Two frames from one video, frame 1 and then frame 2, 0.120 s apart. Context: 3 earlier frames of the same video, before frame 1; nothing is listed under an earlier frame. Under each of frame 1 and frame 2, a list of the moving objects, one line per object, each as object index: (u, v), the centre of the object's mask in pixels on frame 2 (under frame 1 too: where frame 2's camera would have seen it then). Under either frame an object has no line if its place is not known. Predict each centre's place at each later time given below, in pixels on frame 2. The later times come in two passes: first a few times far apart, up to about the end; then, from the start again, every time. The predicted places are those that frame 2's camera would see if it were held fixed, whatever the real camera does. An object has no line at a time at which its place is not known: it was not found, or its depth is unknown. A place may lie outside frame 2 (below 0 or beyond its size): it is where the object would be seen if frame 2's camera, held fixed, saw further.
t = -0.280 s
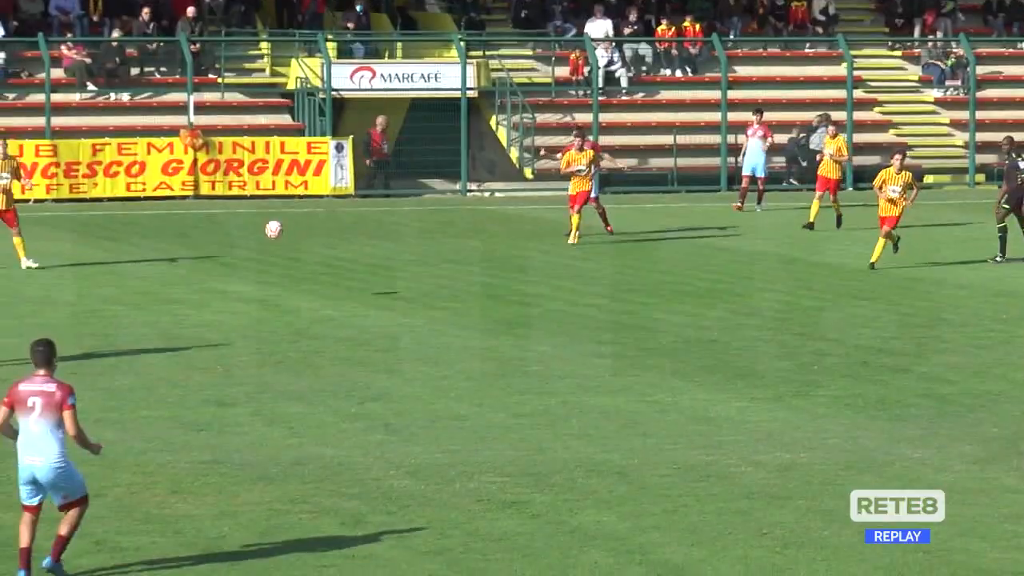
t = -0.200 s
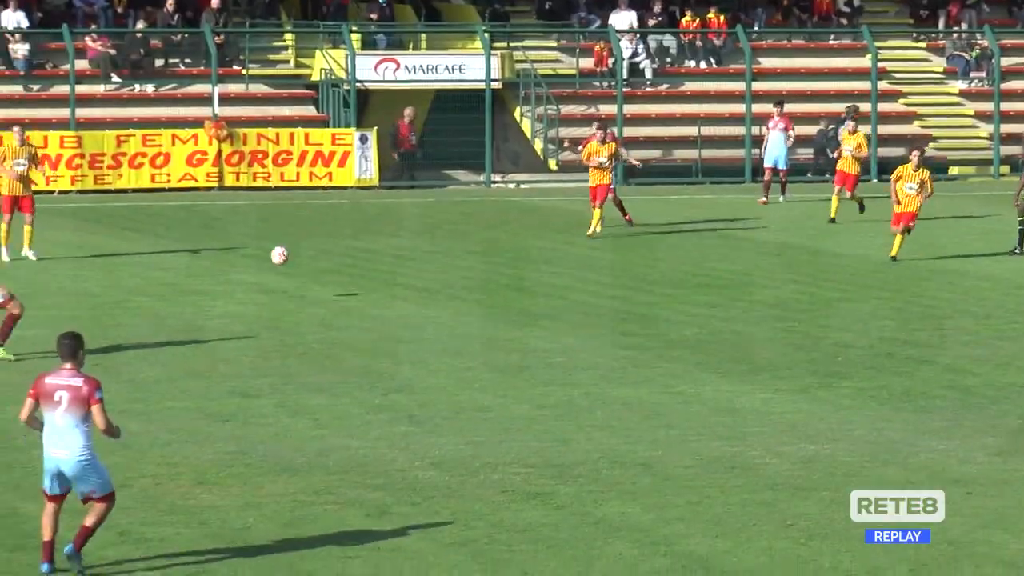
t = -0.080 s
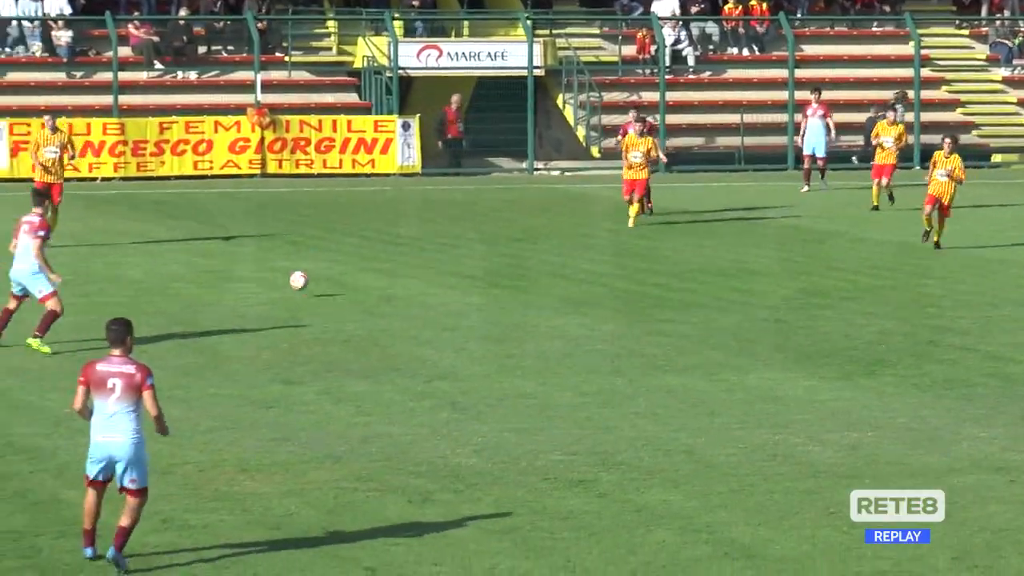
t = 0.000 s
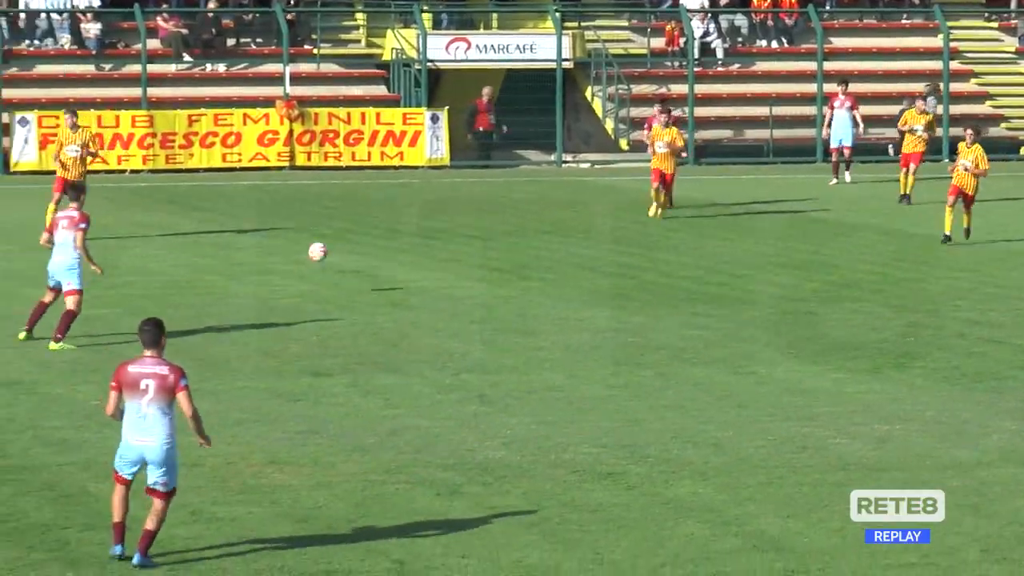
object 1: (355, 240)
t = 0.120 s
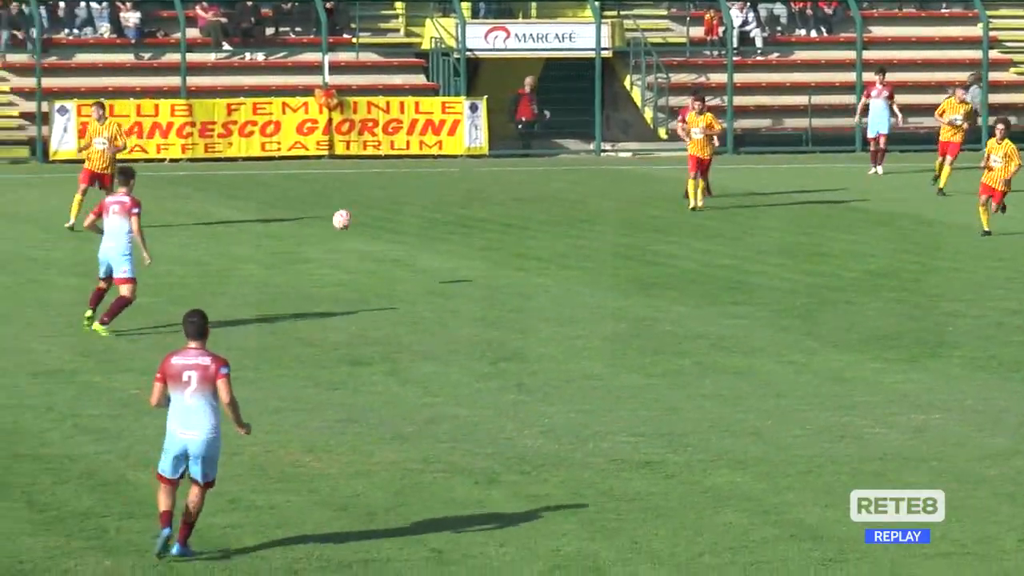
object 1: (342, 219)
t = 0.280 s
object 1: (323, 213)
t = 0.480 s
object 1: (296, 241)
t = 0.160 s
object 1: (338, 215)
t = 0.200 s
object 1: (333, 213)
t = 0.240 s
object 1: (328, 212)
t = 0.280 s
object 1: (323, 213)
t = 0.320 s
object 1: (318, 215)
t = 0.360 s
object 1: (312, 219)
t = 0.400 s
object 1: (307, 224)
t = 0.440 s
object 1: (302, 232)
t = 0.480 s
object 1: (296, 241)
